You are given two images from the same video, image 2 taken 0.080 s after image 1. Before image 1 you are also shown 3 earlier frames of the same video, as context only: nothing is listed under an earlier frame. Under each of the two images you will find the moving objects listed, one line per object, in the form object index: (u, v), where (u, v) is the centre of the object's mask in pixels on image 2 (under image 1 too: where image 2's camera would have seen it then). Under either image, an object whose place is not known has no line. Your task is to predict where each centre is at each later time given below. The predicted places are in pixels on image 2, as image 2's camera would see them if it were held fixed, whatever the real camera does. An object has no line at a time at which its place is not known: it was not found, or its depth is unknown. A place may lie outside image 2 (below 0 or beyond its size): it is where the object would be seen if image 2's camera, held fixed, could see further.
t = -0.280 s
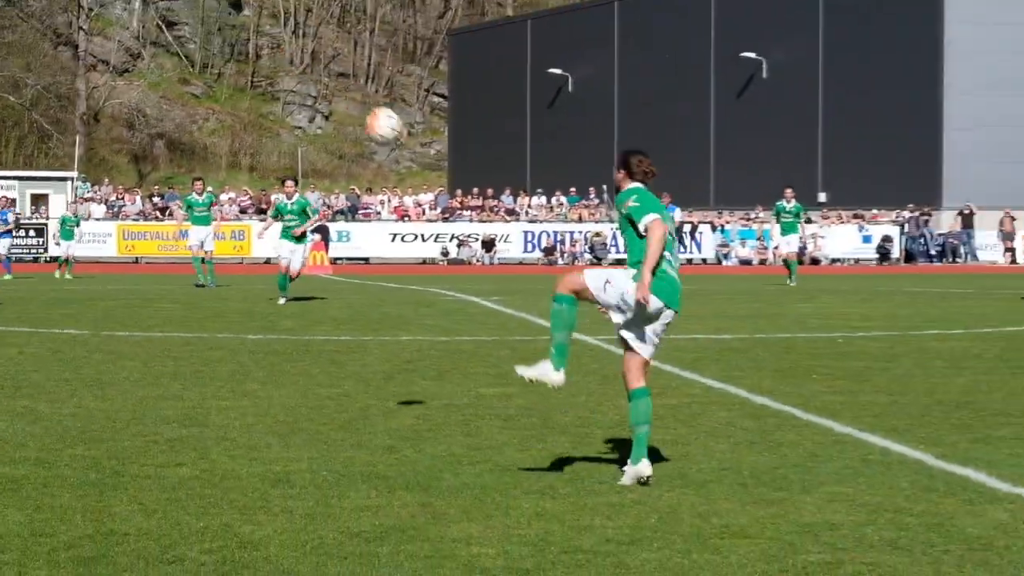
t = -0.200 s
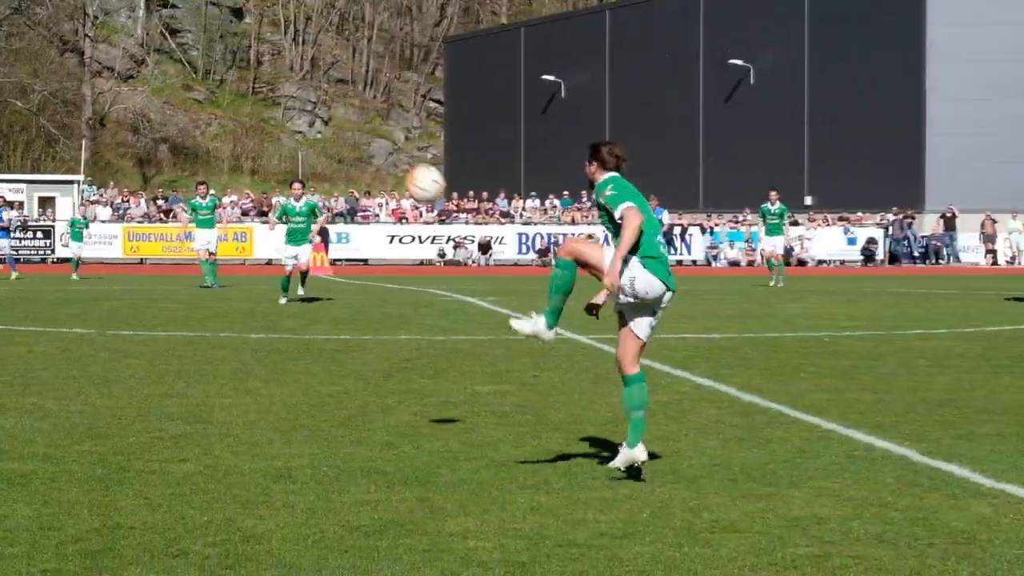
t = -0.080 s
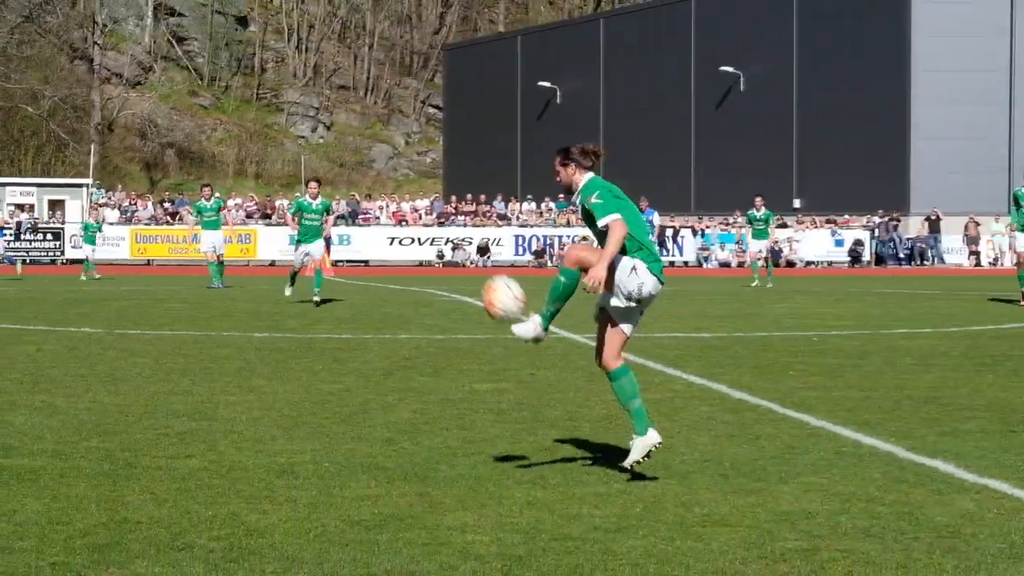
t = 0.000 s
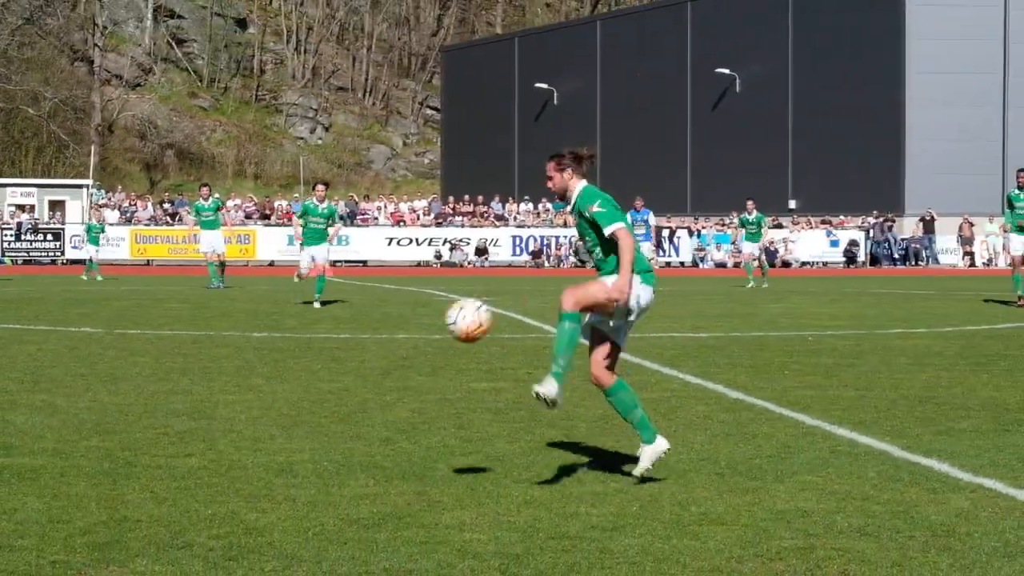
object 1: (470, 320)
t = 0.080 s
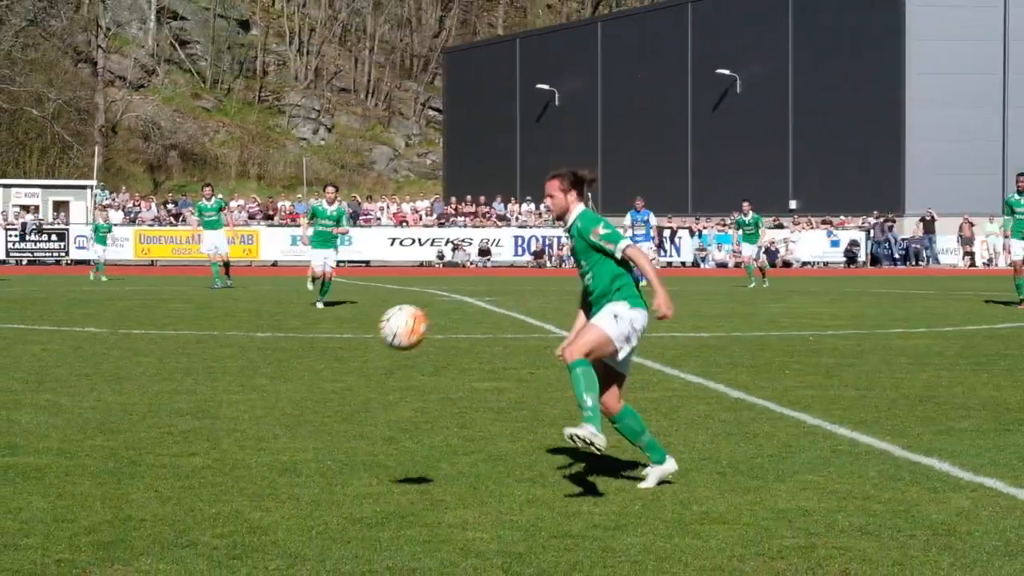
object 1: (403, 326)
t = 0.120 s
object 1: (368, 336)
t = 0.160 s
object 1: (331, 349)
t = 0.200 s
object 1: (293, 365)
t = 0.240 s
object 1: (252, 386)
